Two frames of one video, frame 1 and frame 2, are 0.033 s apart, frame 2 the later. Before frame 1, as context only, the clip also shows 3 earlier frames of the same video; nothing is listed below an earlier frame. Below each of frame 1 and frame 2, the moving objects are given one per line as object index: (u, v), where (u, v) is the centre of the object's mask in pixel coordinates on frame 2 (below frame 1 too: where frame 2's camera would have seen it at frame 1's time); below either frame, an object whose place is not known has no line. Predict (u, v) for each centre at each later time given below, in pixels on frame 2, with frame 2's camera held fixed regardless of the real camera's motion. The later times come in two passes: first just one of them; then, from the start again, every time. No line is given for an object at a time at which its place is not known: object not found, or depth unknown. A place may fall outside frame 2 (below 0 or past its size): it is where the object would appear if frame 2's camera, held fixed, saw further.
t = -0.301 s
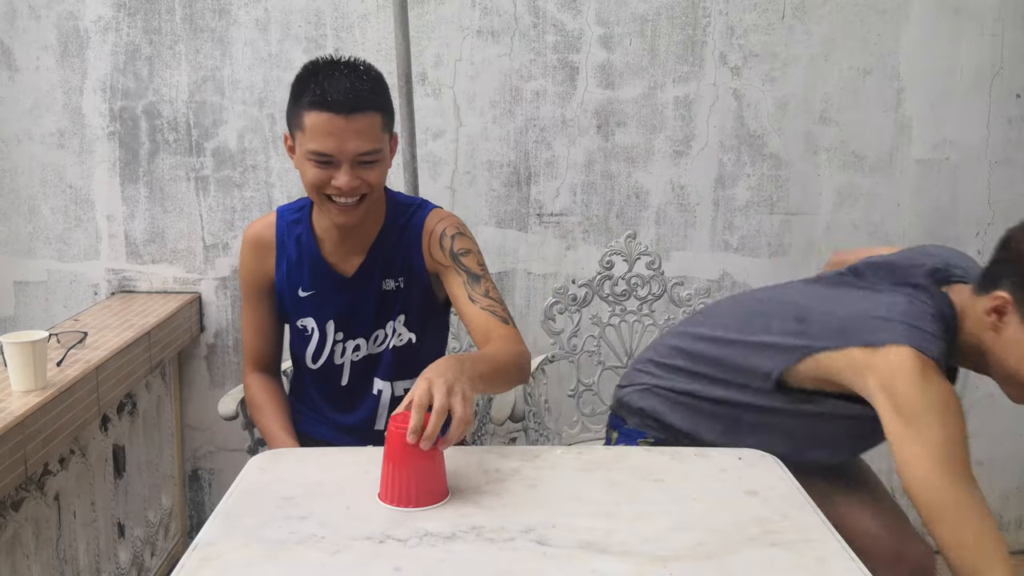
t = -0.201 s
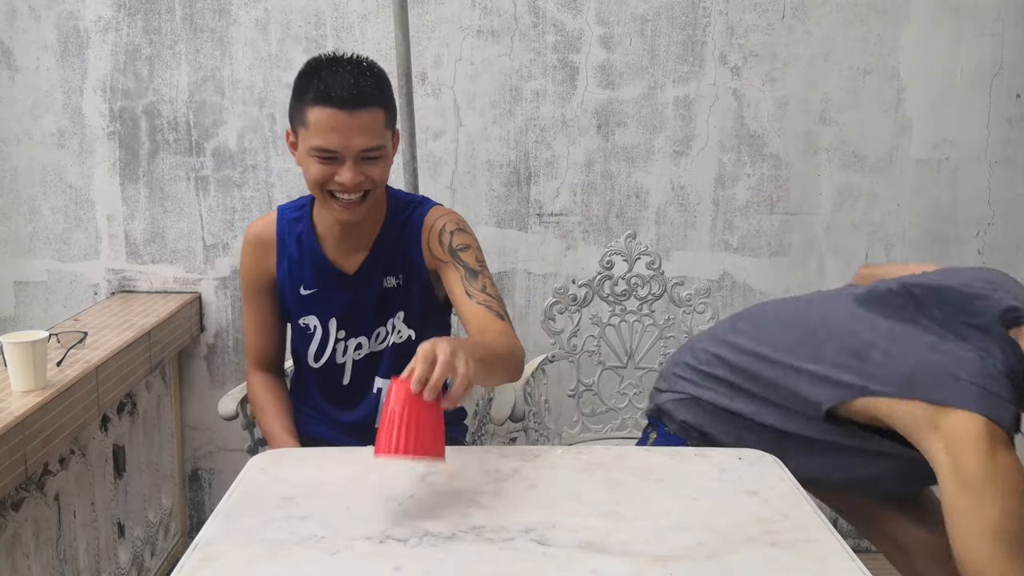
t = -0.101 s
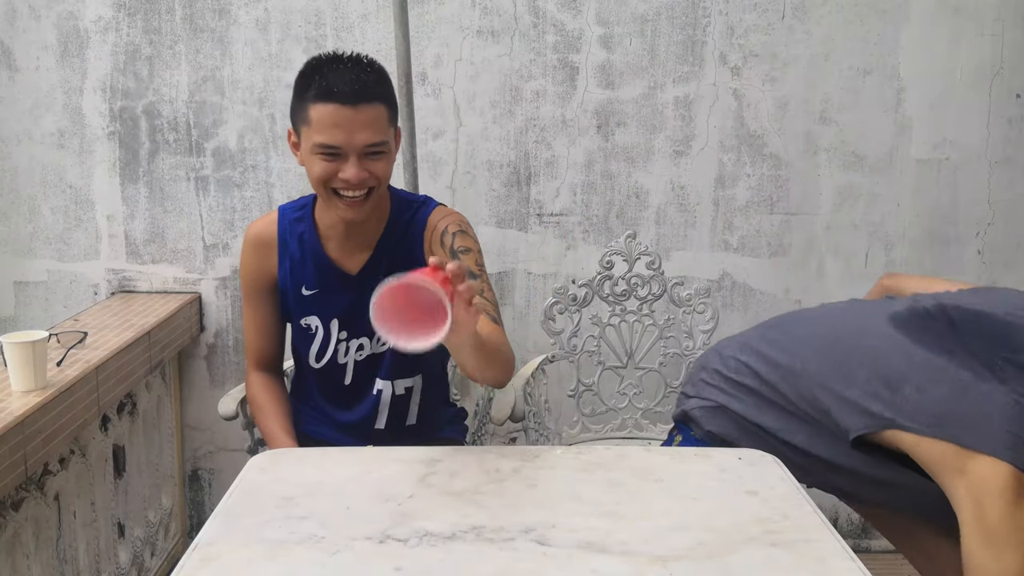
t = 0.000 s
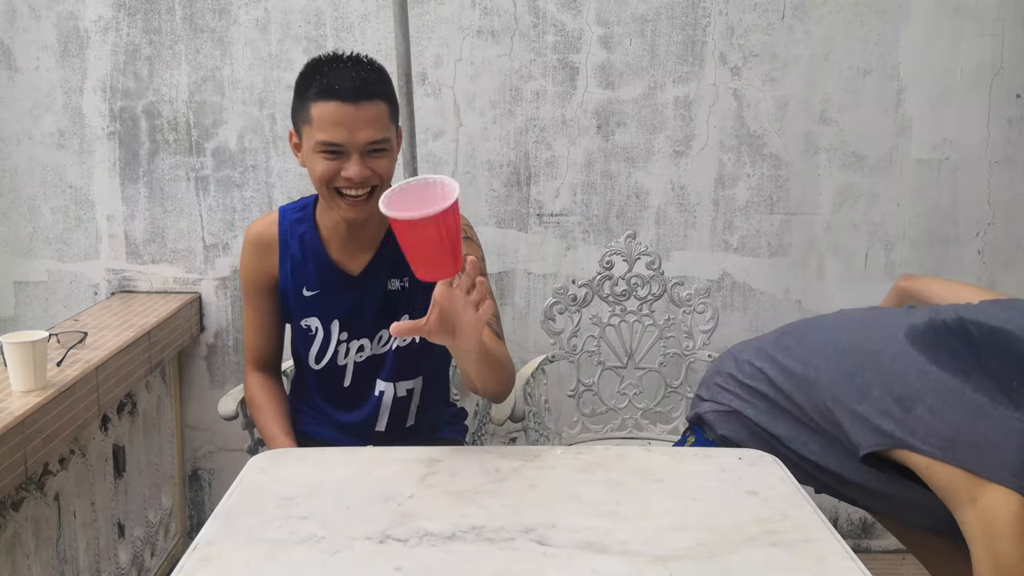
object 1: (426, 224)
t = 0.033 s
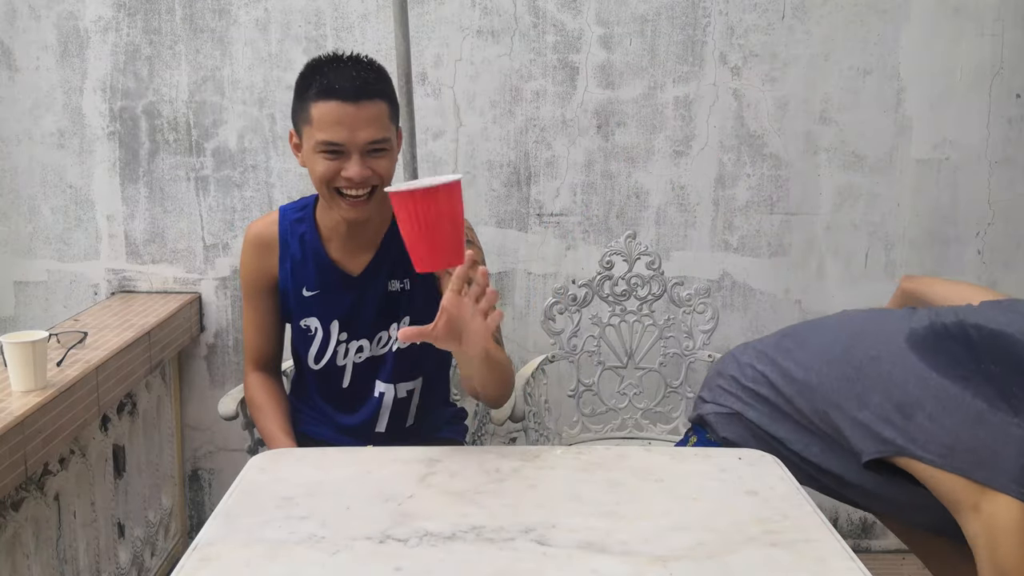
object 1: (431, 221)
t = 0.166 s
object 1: (442, 270)
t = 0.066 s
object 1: (434, 220)
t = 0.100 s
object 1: (437, 227)
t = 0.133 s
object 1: (440, 242)
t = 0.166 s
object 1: (442, 270)
